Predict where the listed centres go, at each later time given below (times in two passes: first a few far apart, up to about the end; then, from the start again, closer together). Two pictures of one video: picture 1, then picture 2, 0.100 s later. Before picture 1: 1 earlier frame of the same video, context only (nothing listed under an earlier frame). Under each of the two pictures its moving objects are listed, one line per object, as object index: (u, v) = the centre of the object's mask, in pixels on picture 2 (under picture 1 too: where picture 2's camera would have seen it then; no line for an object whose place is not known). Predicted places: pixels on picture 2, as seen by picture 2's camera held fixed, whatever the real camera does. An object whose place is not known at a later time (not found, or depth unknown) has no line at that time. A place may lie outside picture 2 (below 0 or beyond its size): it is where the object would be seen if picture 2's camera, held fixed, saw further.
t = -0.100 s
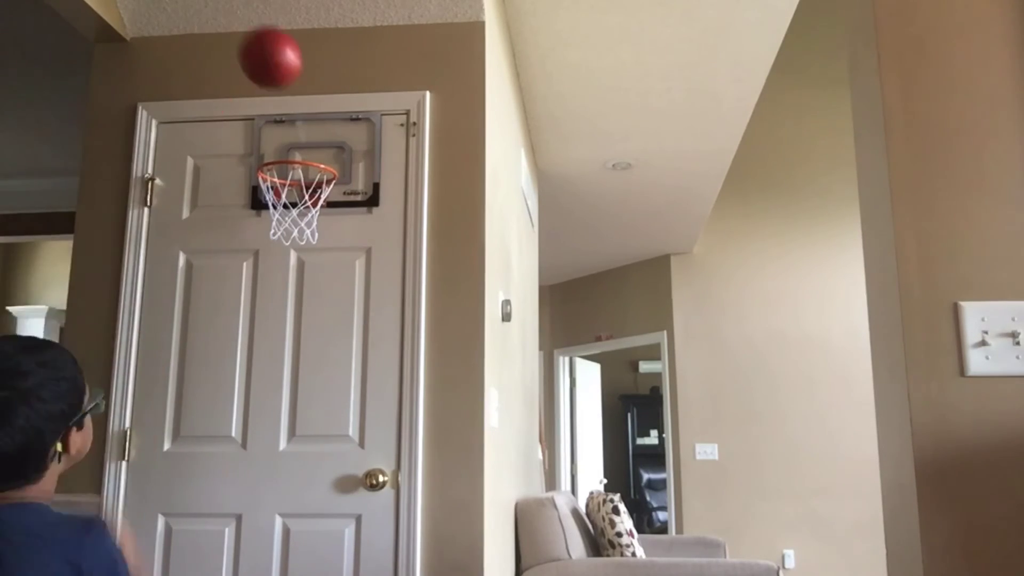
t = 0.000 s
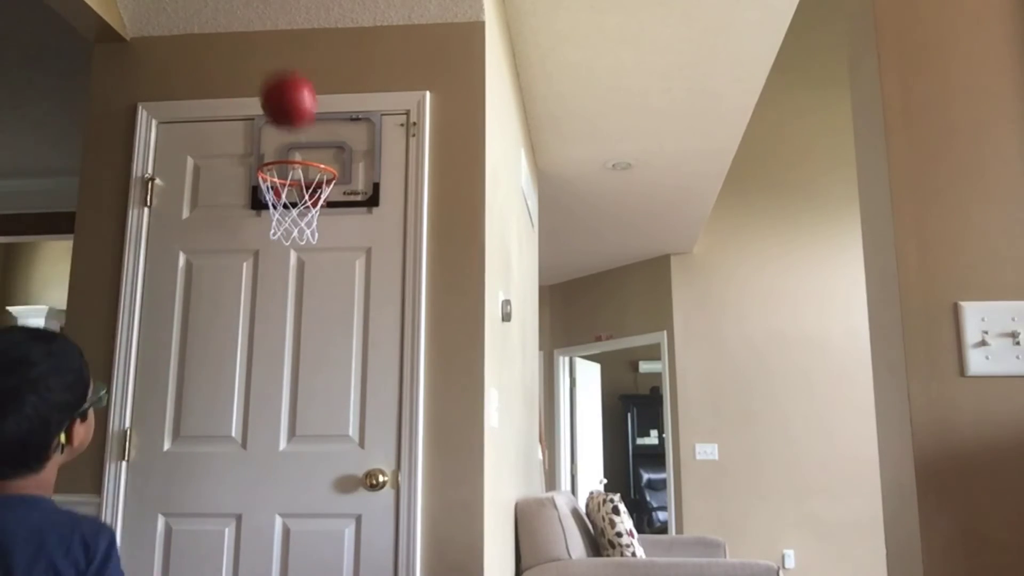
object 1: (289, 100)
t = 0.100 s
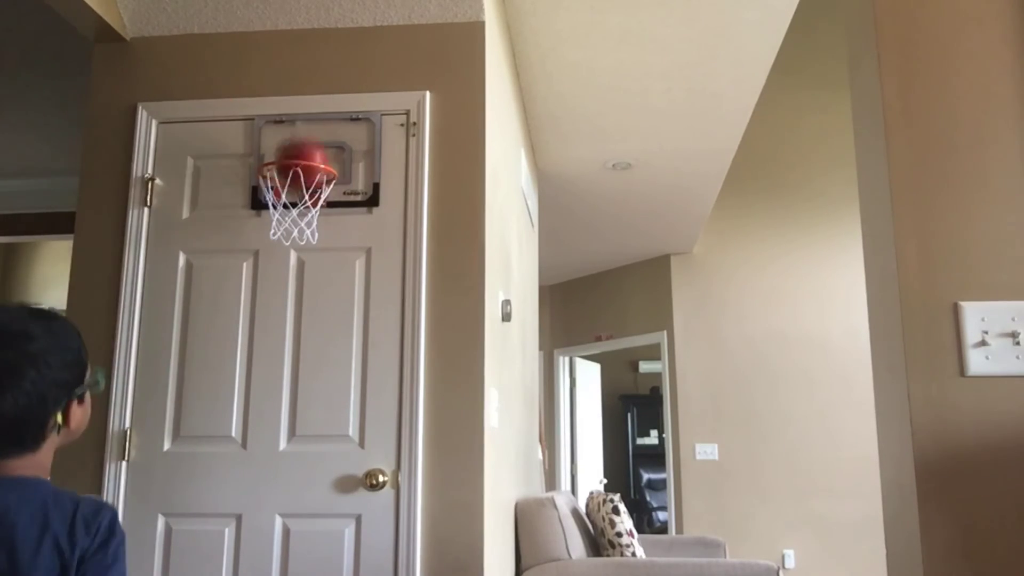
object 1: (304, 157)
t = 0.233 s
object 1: (257, 213)
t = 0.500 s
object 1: (318, 283)
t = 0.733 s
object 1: (359, 539)
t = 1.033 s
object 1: (430, 571)
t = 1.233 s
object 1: (462, 414)
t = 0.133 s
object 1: (302, 185)
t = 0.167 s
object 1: (280, 196)
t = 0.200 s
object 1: (258, 208)
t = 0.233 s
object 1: (257, 213)
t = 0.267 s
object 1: (266, 222)
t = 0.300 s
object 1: (270, 221)
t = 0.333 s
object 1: (277, 222)
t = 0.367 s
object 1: (288, 224)
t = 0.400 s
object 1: (298, 231)
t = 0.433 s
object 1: (305, 245)
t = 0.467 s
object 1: (311, 262)
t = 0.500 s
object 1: (318, 283)
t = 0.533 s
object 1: (324, 307)
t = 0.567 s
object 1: (329, 335)
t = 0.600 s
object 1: (334, 369)
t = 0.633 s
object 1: (338, 404)
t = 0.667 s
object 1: (344, 446)
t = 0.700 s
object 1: (348, 487)
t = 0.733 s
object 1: (359, 539)
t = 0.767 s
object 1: (367, 567)
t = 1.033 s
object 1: (430, 571)
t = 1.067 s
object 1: (428, 552)
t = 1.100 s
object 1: (436, 517)
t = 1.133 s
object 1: (443, 484)
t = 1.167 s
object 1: (450, 456)
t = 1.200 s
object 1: (456, 433)
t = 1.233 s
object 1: (462, 414)
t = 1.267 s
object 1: (469, 399)
